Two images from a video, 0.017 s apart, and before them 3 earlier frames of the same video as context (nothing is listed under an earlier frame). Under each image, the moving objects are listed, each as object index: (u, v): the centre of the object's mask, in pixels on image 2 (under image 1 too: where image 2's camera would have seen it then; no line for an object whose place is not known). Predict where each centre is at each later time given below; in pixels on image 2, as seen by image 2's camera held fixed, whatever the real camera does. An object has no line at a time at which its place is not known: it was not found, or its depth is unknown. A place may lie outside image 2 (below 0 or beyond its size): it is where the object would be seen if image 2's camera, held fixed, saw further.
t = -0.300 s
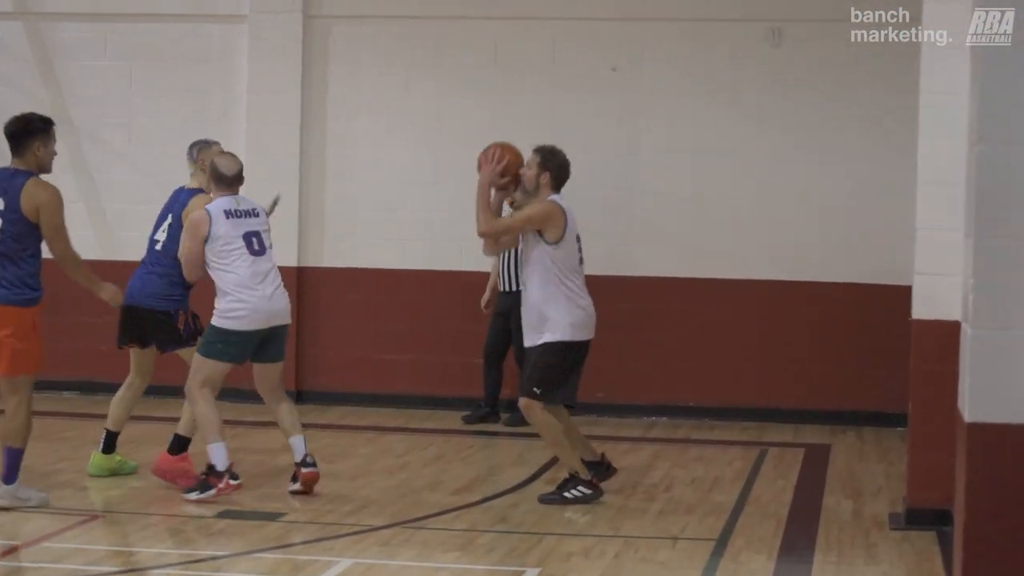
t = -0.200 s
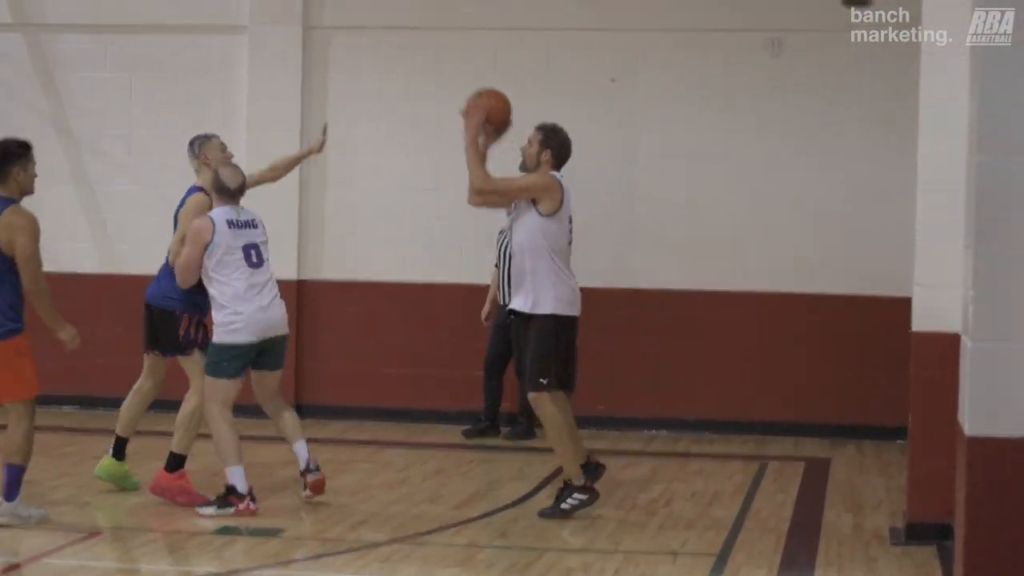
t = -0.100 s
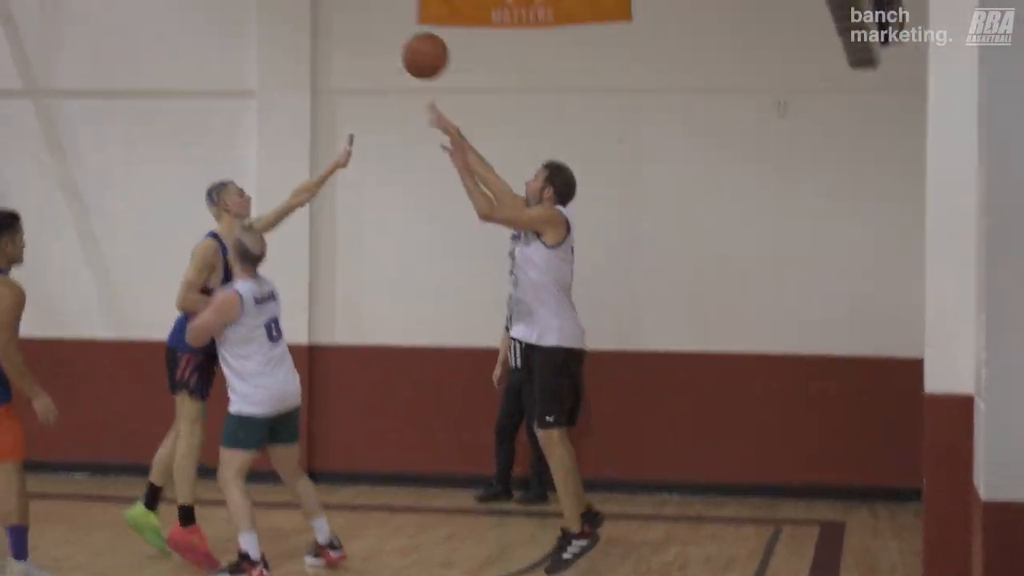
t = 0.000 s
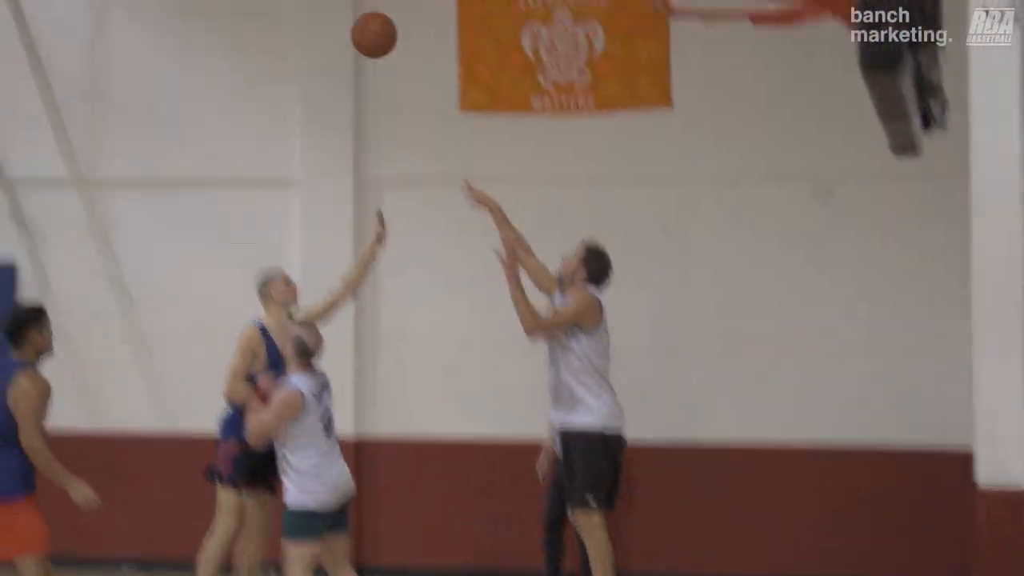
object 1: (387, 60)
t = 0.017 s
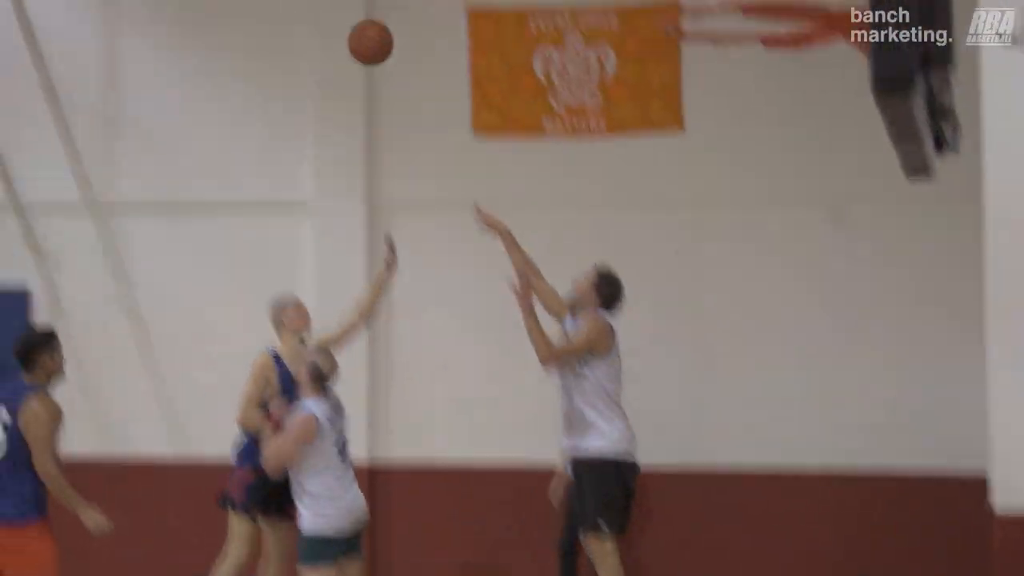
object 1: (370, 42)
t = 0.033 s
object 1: (355, 26)
